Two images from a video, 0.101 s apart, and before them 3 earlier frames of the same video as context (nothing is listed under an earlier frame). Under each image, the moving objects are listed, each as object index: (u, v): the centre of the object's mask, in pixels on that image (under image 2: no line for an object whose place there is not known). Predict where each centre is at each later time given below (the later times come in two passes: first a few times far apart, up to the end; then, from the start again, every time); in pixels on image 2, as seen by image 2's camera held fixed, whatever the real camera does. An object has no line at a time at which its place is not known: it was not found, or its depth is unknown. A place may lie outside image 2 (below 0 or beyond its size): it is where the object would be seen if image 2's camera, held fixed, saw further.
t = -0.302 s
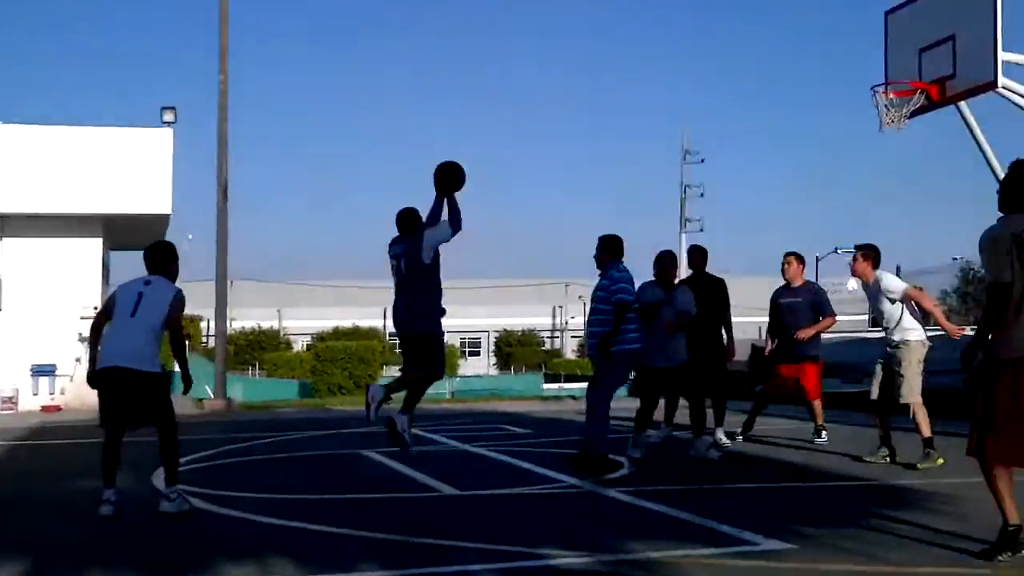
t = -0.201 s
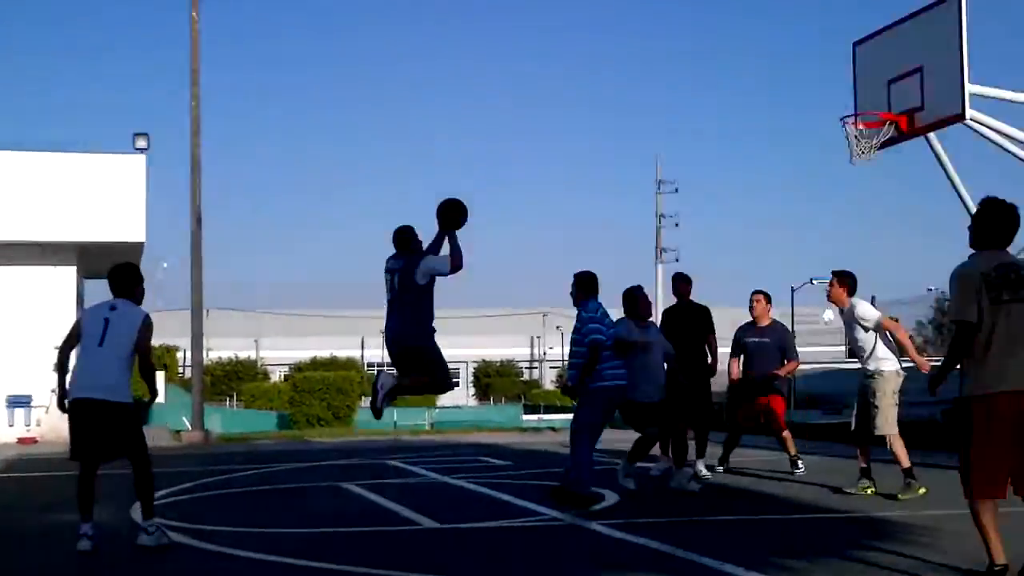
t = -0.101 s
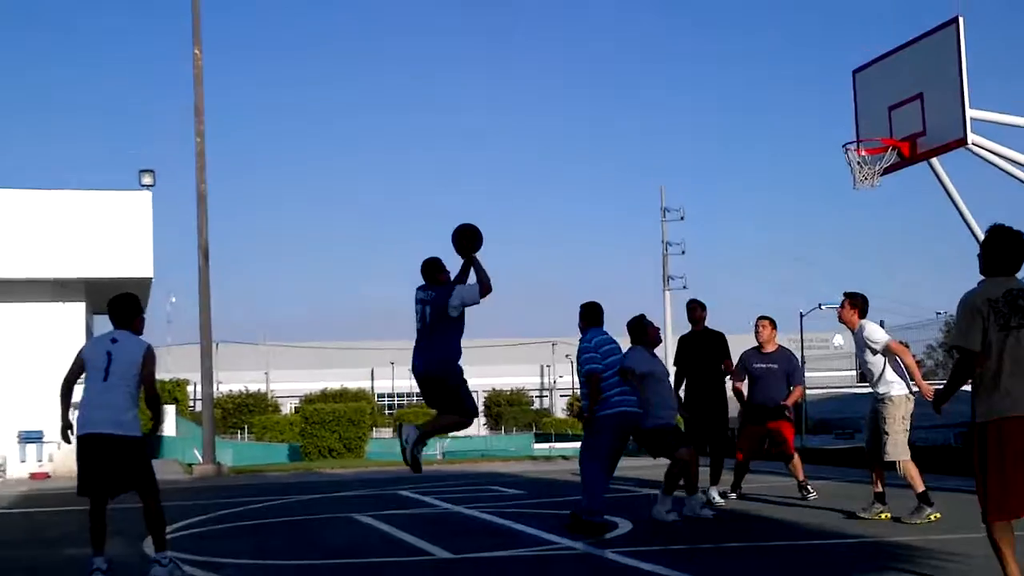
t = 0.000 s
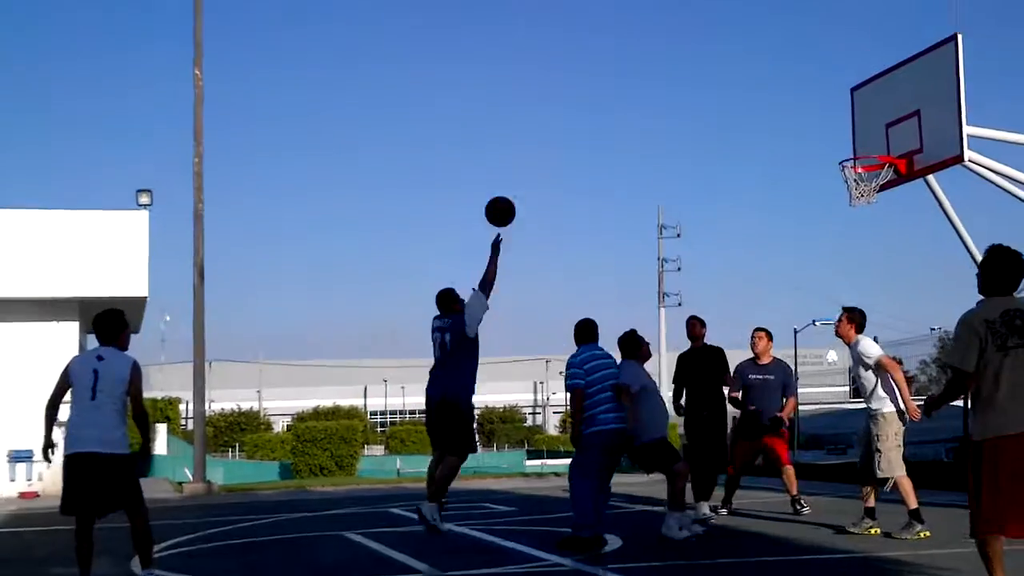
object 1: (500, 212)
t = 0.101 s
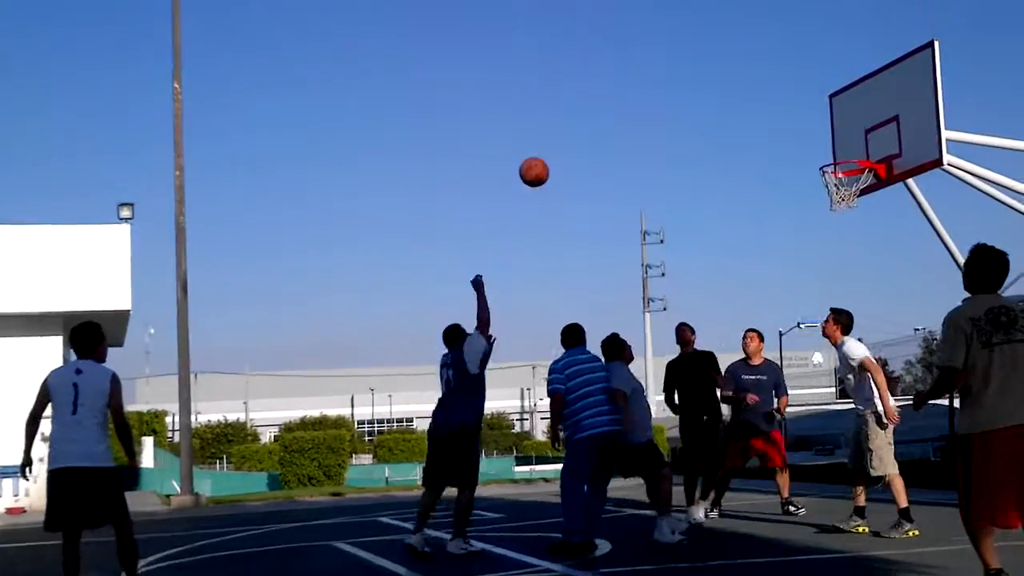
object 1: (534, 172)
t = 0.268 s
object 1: (616, 120)
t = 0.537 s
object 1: (735, 110)
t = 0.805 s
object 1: (816, 139)
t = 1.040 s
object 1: (818, 125)
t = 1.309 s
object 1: (826, 159)
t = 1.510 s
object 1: (815, 178)
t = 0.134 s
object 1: (549, 156)
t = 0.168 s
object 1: (563, 145)
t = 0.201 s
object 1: (579, 136)
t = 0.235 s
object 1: (597, 129)
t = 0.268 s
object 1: (616, 120)
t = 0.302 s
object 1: (632, 115)
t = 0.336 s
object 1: (645, 112)
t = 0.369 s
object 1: (660, 110)
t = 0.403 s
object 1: (674, 107)
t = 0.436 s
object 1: (688, 105)
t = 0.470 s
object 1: (703, 108)
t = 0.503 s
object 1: (720, 109)
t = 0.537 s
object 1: (735, 110)
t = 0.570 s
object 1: (748, 115)
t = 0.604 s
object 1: (761, 122)
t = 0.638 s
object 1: (777, 126)
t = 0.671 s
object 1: (791, 137)
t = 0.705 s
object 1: (804, 147)
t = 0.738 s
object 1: (816, 155)
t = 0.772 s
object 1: (816, 146)
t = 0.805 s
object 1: (816, 139)
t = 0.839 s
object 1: (816, 135)
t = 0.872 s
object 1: (818, 129)
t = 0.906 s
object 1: (819, 126)
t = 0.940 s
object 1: (819, 124)
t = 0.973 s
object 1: (817, 123)
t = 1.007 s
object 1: (818, 123)
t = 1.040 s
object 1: (818, 125)
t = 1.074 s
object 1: (819, 126)
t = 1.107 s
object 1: (821, 128)
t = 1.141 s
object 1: (823, 135)
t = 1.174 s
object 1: (824, 142)
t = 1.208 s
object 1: (824, 148)
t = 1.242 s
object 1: (825, 156)
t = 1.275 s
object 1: (826, 158)
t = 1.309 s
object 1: (826, 159)
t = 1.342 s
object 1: (825, 159)
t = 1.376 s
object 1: (822, 158)
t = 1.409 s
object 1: (819, 161)
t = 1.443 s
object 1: (817, 166)
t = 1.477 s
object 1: (815, 169)
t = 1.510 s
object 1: (815, 178)
